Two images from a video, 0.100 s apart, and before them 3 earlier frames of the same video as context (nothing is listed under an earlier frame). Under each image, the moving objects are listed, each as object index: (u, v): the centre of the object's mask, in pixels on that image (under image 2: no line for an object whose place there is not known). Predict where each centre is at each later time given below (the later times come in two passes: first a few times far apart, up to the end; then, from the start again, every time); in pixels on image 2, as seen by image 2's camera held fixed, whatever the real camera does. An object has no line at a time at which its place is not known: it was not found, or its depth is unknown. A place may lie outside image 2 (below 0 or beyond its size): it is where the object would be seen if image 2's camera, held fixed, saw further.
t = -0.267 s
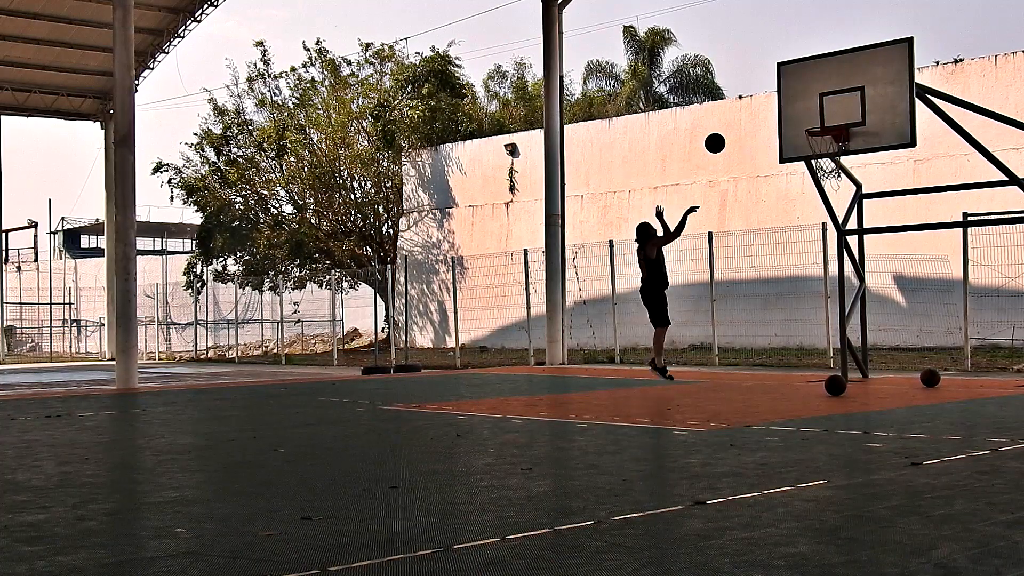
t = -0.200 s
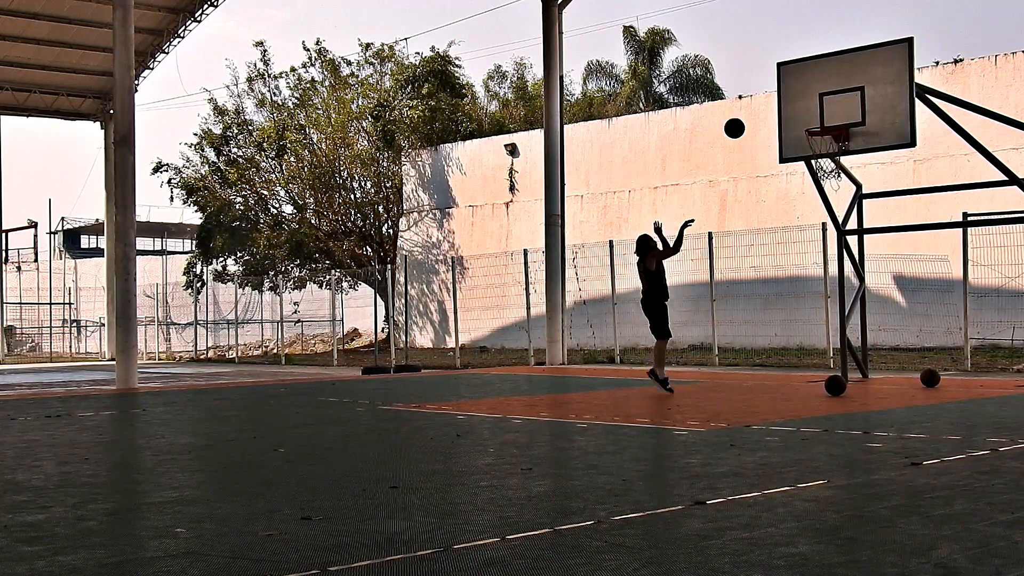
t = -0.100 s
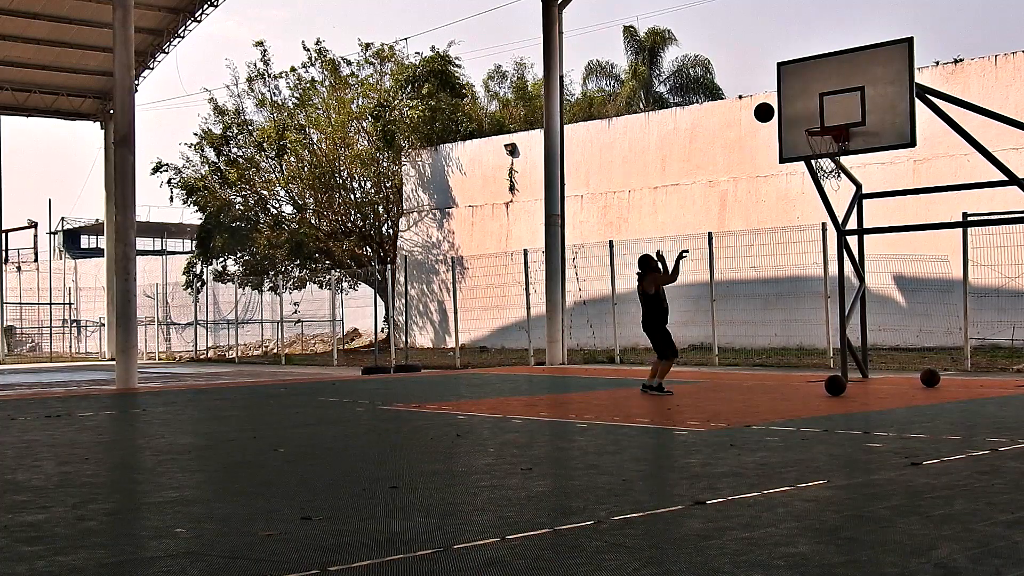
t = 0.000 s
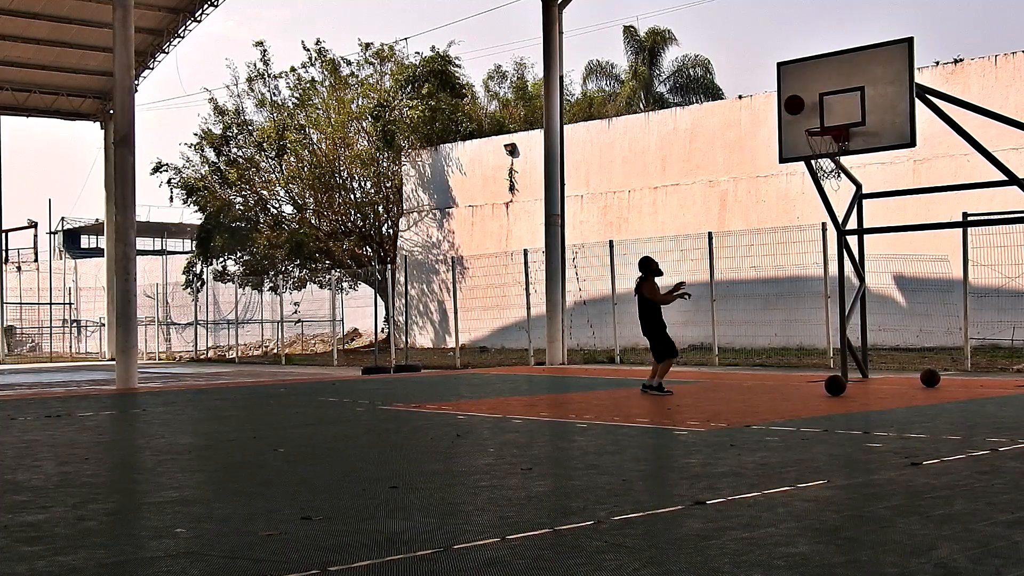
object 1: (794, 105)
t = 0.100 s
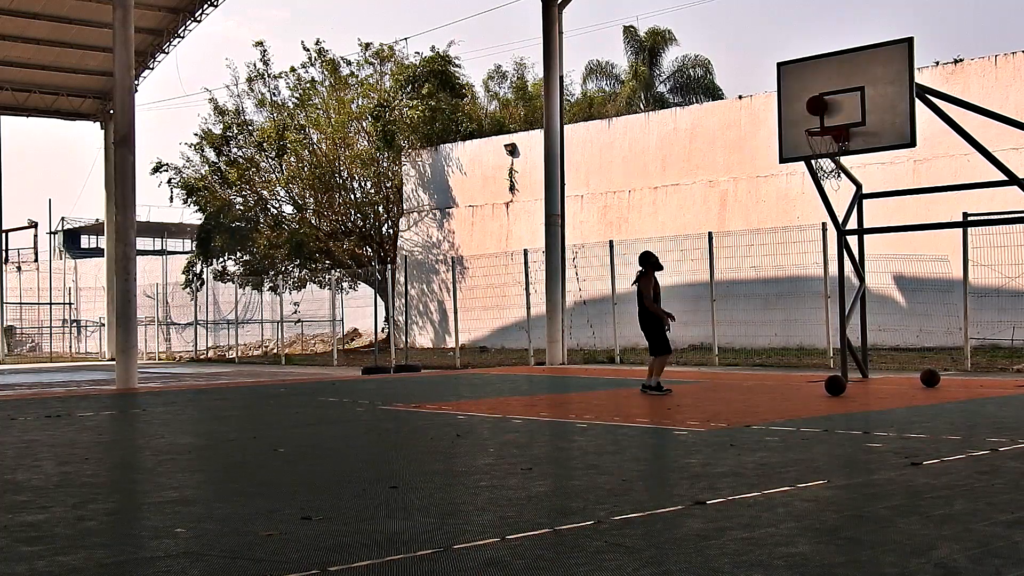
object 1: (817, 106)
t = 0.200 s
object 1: (817, 114)
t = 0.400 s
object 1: (830, 132)
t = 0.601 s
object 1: (812, 162)
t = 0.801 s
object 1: (814, 170)
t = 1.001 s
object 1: (817, 213)
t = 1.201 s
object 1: (823, 292)
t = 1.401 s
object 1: (826, 378)
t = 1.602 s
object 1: (826, 302)
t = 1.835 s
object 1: (827, 255)
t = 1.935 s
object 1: (827, 250)
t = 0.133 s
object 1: (817, 108)
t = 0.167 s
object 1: (817, 110)
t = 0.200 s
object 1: (817, 114)
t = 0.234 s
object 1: (818, 120)
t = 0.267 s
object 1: (819, 123)
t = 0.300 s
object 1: (823, 124)
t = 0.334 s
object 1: (826, 126)
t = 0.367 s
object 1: (831, 129)
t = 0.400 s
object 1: (830, 132)
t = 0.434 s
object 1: (824, 136)
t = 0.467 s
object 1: (822, 140)
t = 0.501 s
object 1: (818, 145)
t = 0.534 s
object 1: (816, 151)
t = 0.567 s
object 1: (814, 157)
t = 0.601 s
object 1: (812, 162)
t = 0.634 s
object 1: (813, 162)
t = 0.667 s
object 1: (814, 162)
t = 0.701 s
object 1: (814, 163)
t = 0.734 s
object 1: (814, 165)
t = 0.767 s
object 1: (814, 167)
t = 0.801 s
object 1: (814, 170)
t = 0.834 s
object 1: (815, 175)
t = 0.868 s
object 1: (815, 180)
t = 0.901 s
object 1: (816, 187)
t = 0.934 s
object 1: (816, 194)
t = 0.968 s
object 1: (816, 204)
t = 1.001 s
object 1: (817, 213)
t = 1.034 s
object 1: (818, 223)
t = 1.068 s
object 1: (819, 235)
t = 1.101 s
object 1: (820, 248)
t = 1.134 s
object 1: (821, 261)
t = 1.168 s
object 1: (822, 276)
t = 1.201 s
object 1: (823, 292)
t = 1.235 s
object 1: (823, 309)
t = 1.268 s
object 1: (824, 327)
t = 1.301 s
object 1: (825, 346)
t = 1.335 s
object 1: (826, 366)
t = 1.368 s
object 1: (827, 387)
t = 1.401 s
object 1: (826, 378)
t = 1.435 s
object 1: (827, 364)
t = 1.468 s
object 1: (826, 349)
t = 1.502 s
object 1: (826, 336)
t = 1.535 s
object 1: (826, 323)
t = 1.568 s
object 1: (826, 312)
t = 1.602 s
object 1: (826, 302)
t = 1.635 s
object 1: (826, 292)
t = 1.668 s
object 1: (826, 283)
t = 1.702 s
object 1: (826, 276)
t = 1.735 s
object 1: (827, 269)
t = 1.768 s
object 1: (826, 264)
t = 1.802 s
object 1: (827, 259)
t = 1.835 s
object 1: (827, 255)
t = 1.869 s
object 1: (827, 253)
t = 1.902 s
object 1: (827, 251)
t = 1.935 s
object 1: (827, 250)
